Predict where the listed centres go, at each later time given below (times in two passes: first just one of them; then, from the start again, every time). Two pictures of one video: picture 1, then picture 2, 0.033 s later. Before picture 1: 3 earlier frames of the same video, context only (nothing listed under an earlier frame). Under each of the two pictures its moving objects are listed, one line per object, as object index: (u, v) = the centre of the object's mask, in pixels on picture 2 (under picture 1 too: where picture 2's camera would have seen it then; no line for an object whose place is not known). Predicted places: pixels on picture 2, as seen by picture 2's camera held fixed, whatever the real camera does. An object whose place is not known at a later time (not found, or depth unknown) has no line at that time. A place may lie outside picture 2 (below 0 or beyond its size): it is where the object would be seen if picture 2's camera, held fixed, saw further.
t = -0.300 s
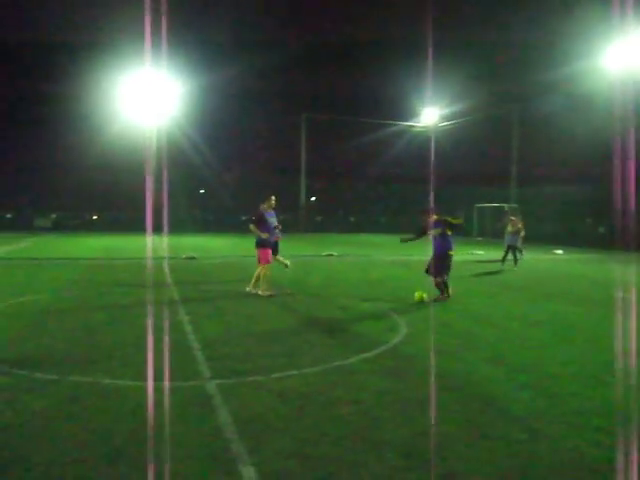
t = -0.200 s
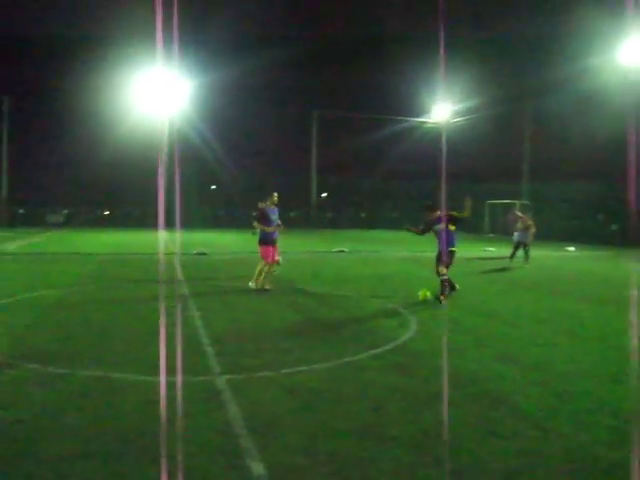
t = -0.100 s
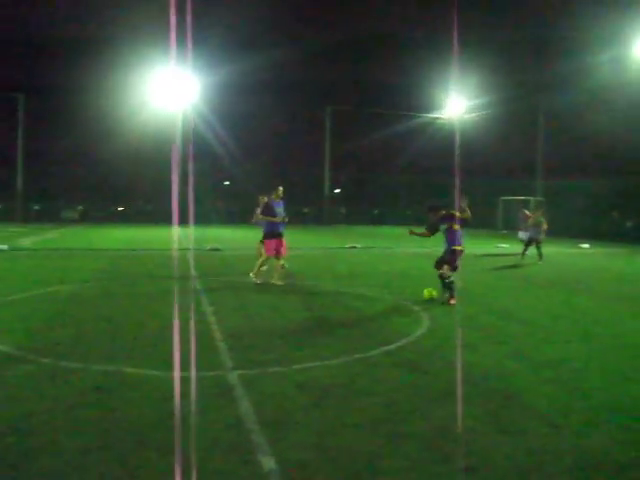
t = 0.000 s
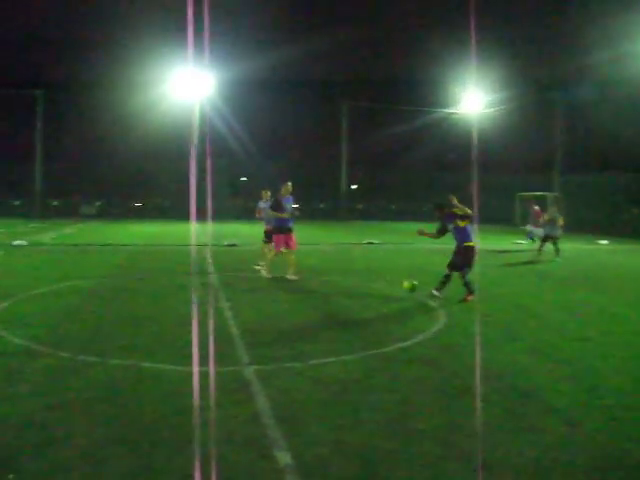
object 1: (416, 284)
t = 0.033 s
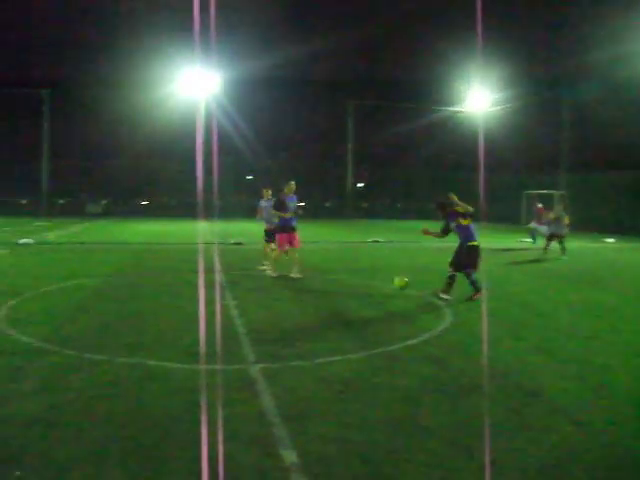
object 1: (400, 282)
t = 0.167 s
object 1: (335, 284)
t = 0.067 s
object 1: (384, 282)
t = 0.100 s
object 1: (368, 282)
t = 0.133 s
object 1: (352, 283)
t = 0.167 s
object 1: (335, 284)
